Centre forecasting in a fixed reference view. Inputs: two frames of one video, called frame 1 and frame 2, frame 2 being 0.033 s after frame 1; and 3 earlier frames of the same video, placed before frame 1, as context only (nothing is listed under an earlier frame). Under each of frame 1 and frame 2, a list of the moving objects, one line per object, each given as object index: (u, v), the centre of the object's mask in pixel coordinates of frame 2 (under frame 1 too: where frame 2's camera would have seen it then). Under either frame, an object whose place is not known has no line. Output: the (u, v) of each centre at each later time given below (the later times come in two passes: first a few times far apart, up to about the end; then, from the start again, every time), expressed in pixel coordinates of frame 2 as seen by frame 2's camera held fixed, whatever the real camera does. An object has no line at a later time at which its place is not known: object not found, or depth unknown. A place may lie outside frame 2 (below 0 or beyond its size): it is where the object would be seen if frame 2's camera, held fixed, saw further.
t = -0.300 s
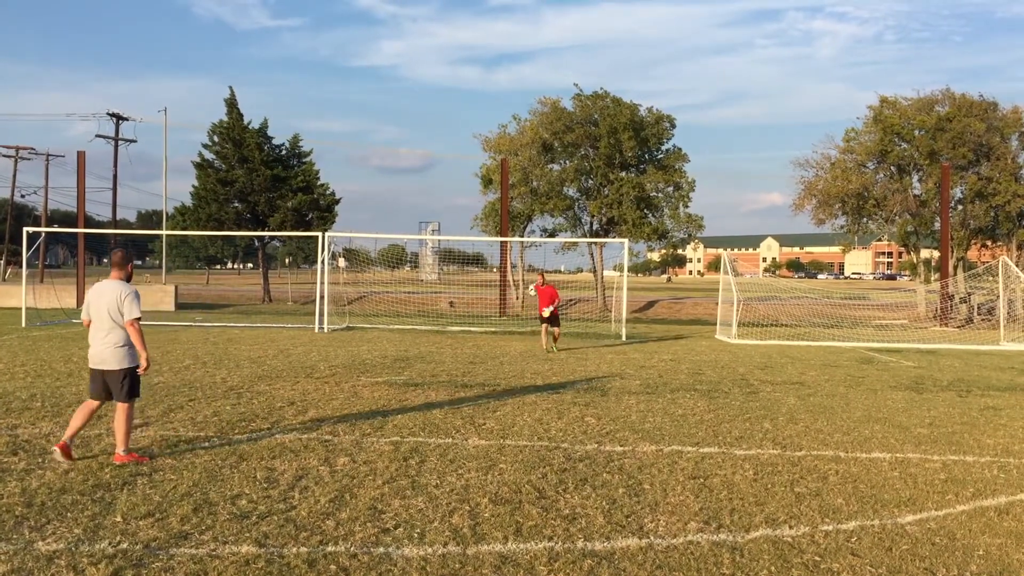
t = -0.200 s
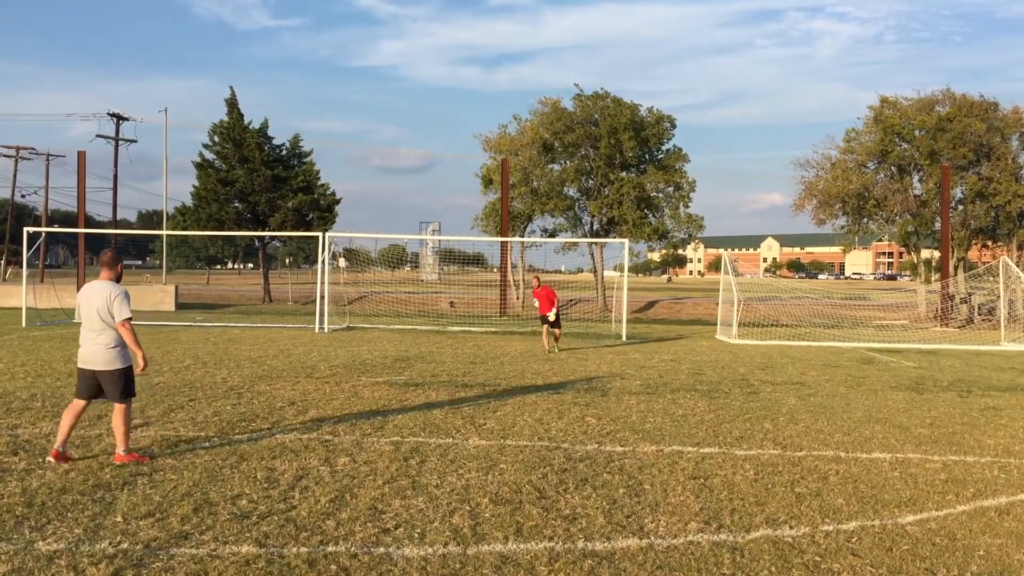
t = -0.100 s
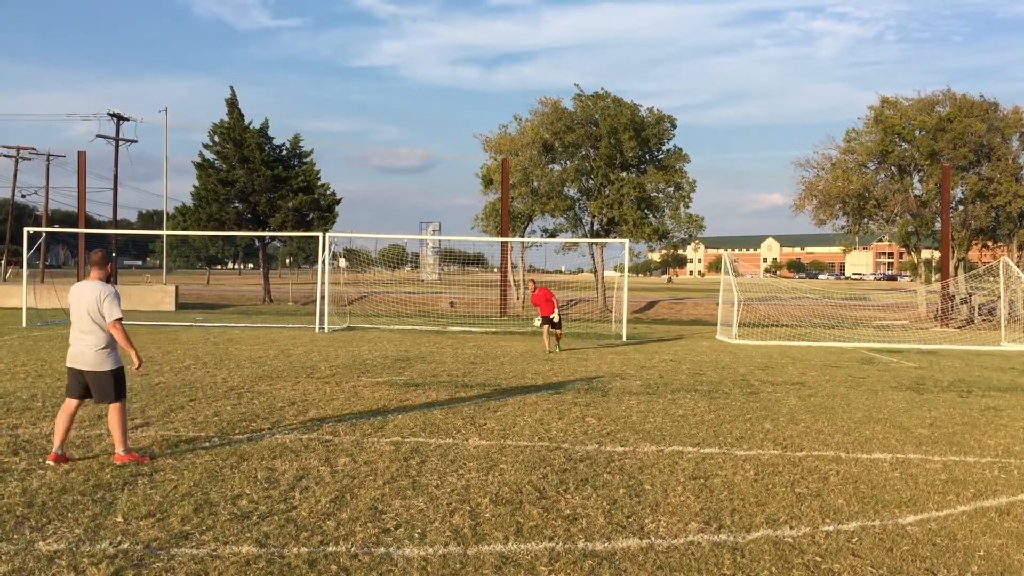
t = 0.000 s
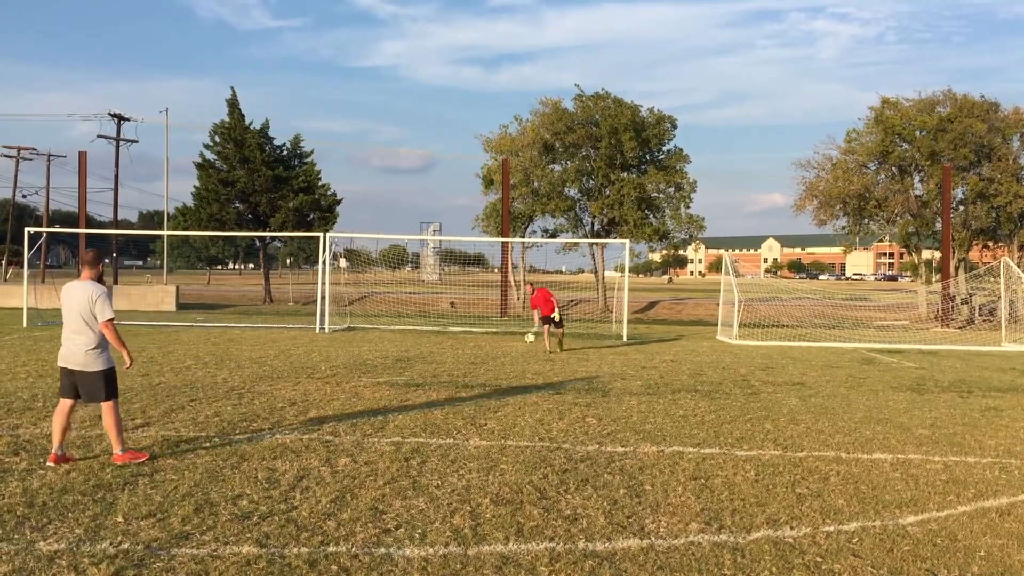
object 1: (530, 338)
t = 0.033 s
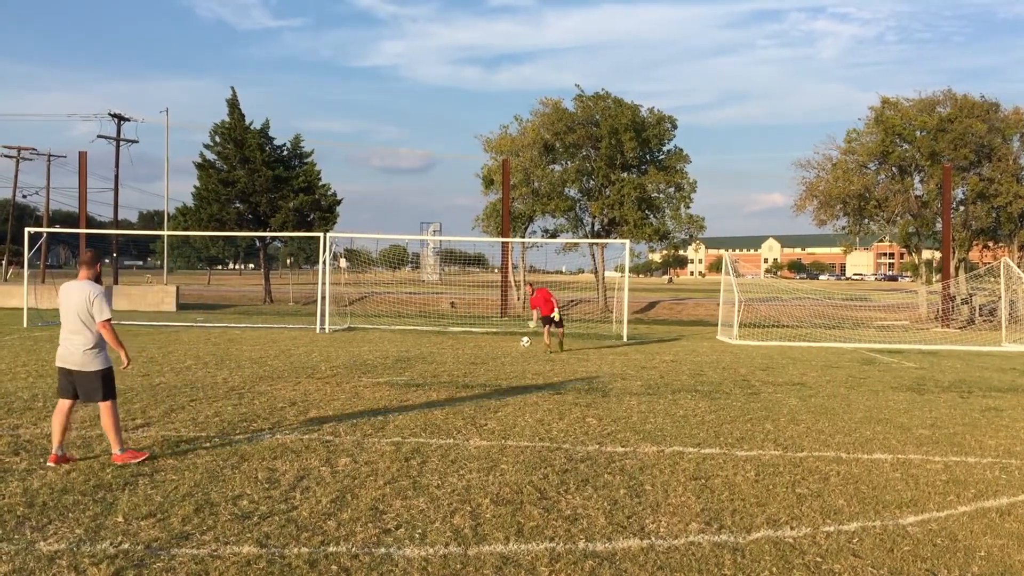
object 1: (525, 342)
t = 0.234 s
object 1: (501, 347)
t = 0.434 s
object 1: (476, 352)
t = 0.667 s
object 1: (446, 361)
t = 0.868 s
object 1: (419, 371)
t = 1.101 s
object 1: (388, 372)
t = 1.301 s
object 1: (357, 386)
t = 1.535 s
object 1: (317, 397)
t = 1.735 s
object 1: (280, 405)
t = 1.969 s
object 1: (230, 424)
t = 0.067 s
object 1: (521, 346)
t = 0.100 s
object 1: (516, 351)
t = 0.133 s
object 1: (512, 352)
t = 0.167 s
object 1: (508, 351)
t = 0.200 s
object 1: (504, 348)
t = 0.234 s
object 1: (501, 347)
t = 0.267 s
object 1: (497, 346)
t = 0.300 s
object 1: (493, 346)
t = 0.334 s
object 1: (488, 346)
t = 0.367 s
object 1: (485, 347)
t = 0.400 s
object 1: (480, 349)
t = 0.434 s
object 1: (476, 352)
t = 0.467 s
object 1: (471, 355)
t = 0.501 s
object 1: (467, 359)
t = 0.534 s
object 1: (462, 362)
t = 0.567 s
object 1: (458, 361)
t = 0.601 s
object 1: (454, 361)
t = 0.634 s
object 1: (450, 360)
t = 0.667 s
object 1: (446, 361)
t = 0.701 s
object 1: (441, 361)
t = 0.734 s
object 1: (437, 364)
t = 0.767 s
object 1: (432, 366)
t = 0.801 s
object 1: (428, 370)
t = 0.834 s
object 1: (423, 373)
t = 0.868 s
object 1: (419, 371)
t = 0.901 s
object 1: (414, 369)
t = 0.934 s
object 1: (410, 367)
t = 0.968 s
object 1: (406, 366)
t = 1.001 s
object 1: (402, 367)
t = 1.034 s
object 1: (398, 368)
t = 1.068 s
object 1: (392, 370)
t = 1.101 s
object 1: (388, 372)
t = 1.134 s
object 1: (383, 376)
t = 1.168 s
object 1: (378, 380)
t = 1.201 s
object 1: (373, 385)
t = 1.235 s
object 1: (368, 386)
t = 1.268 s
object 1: (363, 385)
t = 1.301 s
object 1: (357, 386)
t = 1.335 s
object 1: (352, 387)
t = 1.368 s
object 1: (346, 390)
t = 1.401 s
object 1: (340, 393)
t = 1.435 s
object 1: (333, 395)
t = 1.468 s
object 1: (328, 396)
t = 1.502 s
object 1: (323, 396)
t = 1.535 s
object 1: (317, 397)
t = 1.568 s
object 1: (311, 399)
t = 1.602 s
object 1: (304, 402)
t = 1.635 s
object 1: (299, 404)
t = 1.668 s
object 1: (292, 404)
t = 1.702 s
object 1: (285, 404)
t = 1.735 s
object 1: (280, 405)
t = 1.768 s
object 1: (272, 408)
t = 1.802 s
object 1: (266, 411)
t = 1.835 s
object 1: (260, 416)
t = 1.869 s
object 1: (252, 417)
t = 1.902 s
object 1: (245, 418)
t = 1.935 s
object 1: (238, 421)
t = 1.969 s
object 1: (230, 424)
